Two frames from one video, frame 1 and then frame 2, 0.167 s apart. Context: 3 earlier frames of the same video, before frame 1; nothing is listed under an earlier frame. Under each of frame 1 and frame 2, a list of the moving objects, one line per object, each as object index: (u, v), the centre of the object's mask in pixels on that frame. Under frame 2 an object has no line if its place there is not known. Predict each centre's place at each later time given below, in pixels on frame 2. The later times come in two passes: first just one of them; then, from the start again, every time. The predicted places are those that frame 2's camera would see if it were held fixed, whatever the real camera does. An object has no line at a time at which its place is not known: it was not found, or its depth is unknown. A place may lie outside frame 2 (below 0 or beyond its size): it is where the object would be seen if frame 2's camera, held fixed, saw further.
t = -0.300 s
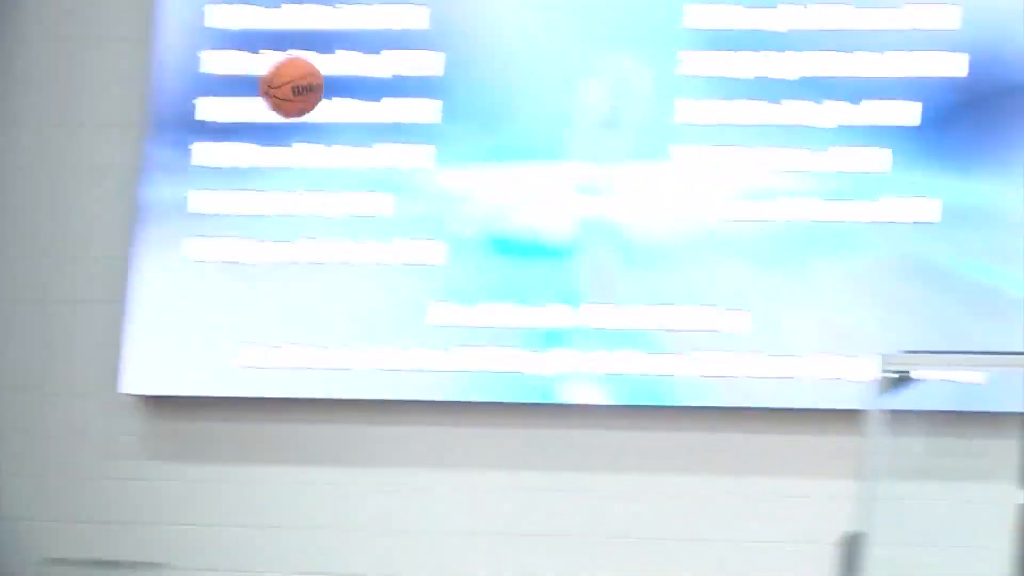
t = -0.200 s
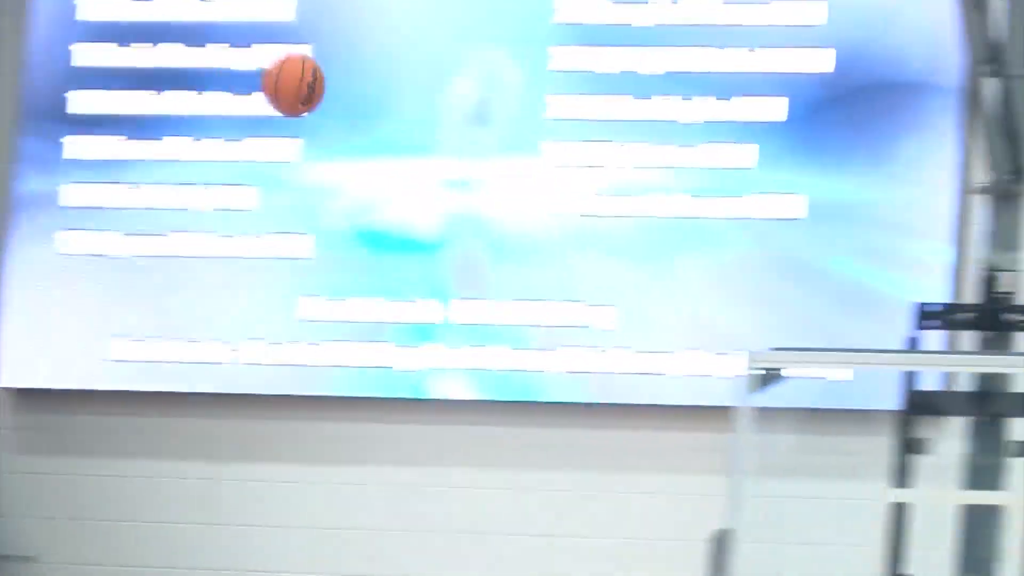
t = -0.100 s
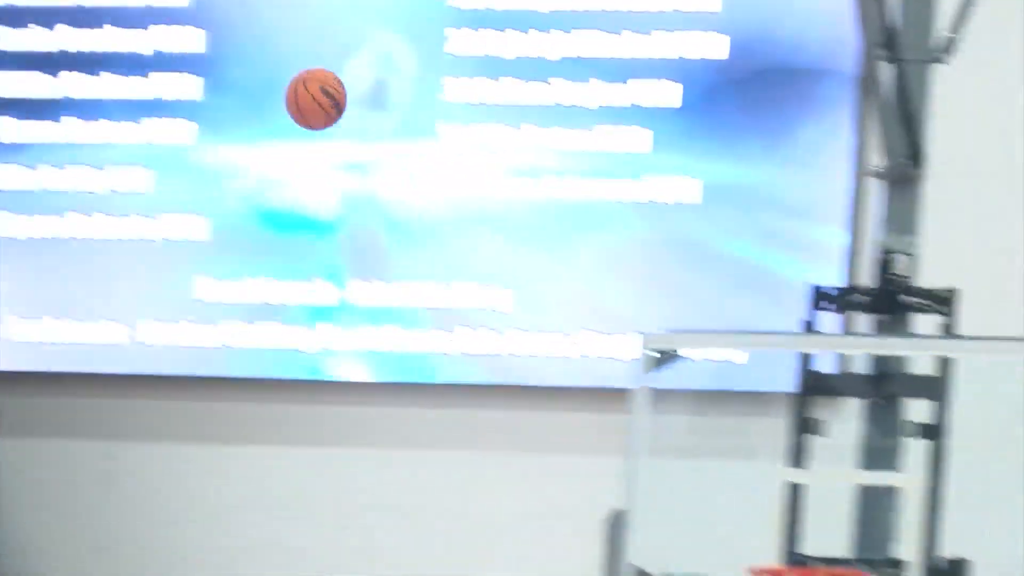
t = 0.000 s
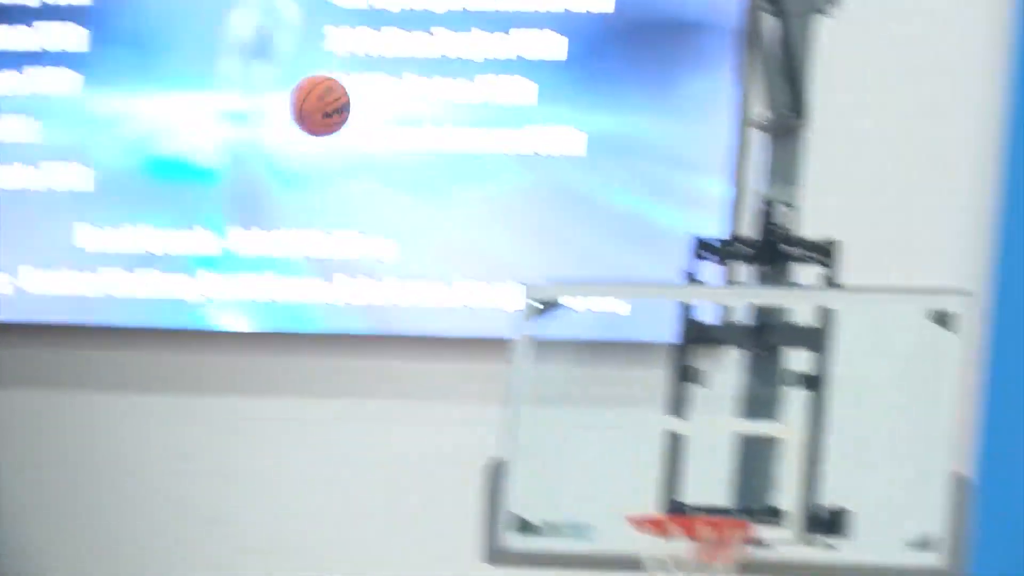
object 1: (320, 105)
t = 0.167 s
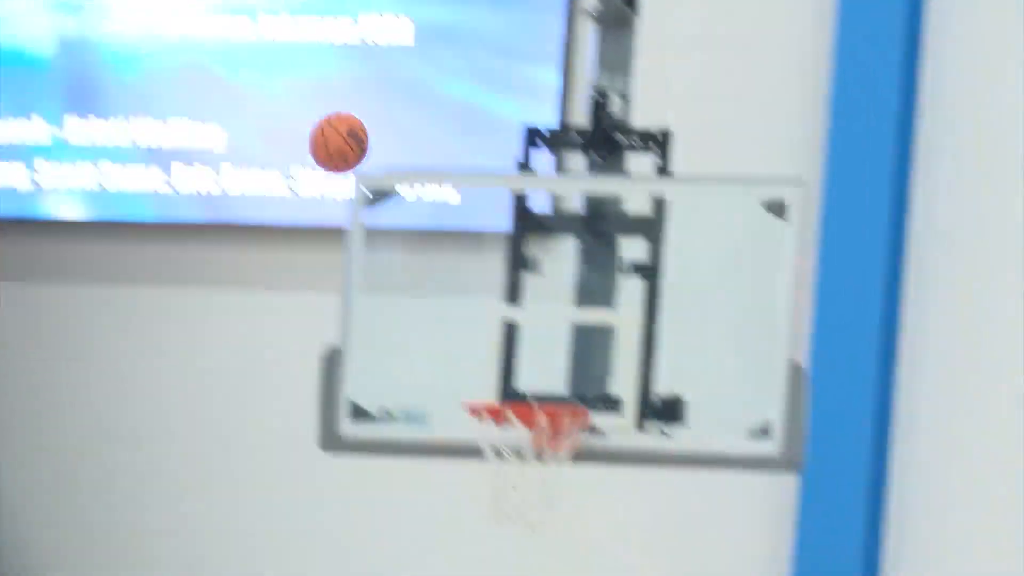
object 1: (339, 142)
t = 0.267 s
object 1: (445, 260)
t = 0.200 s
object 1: (376, 181)
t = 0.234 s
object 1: (411, 221)
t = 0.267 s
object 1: (445, 260)
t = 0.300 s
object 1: (479, 305)
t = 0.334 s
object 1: (514, 355)
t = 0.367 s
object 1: (545, 405)
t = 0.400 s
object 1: (537, 429)
